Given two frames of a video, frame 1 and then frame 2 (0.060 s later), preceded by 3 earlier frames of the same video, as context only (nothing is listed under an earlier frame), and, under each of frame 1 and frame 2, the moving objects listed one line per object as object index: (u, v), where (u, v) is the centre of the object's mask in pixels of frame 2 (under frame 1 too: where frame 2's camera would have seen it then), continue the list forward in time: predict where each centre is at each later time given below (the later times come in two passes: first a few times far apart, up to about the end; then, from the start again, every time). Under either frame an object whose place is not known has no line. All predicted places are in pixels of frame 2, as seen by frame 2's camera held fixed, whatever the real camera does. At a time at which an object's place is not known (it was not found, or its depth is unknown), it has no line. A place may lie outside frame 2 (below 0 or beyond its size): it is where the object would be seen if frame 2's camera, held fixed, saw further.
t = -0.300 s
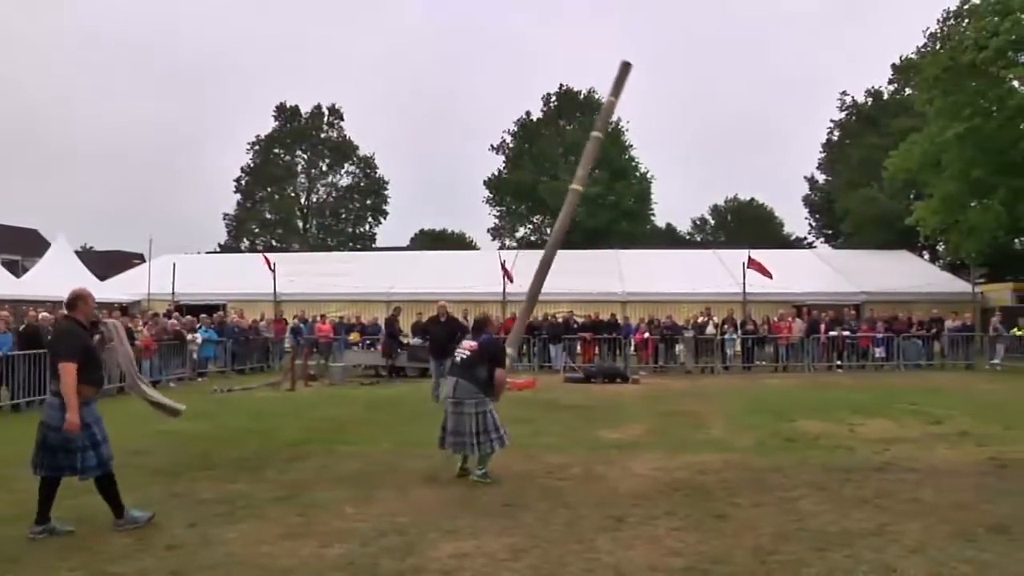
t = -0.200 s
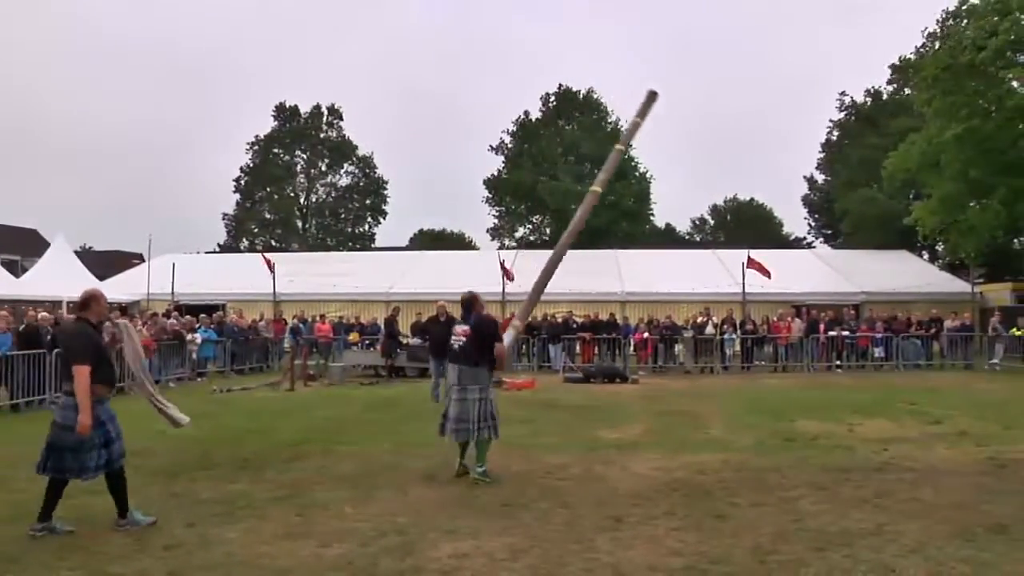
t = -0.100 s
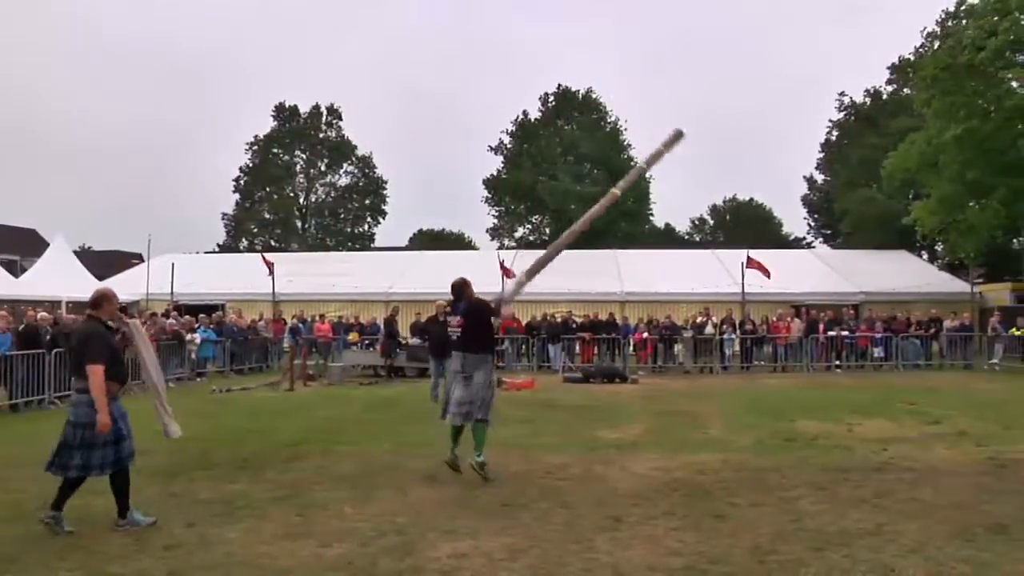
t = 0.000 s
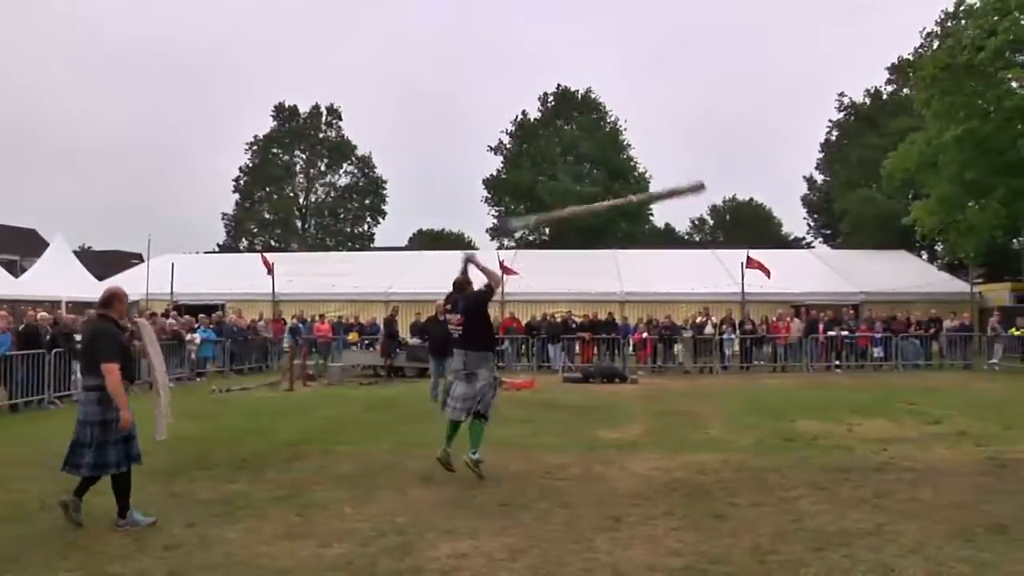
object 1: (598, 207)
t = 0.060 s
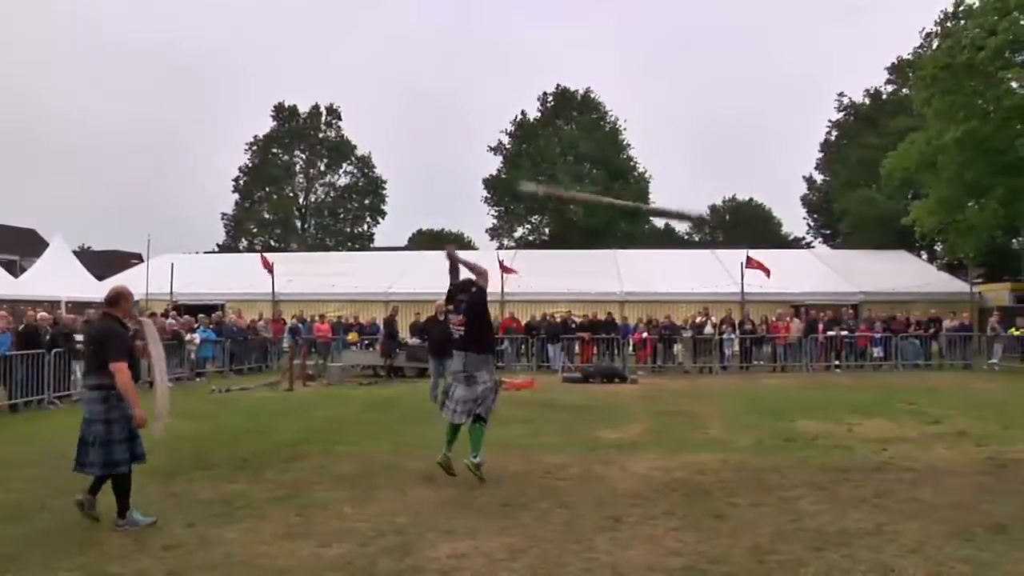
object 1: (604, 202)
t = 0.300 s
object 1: (657, 233)
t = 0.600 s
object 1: (696, 254)
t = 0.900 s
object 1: (717, 264)
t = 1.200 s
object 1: (730, 267)
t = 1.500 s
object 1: (741, 279)
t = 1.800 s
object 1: (750, 296)
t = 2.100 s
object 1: (760, 332)
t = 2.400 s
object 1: (769, 381)
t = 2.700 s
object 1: (776, 399)
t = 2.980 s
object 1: (776, 401)
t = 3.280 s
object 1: (777, 401)
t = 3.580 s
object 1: (777, 401)
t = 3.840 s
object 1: (777, 400)
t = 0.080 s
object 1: (605, 199)
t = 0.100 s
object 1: (609, 198)
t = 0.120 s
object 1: (626, 206)
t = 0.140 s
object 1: (629, 207)
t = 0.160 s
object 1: (632, 209)
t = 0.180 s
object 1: (635, 210)
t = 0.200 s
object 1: (638, 212)
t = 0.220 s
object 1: (645, 218)
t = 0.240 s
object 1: (648, 222)
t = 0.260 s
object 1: (640, 208)
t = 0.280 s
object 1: (645, 212)
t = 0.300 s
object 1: (657, 233)
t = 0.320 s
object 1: (661, 238)
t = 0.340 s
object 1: (666, 245)
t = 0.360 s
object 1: (669, 249)
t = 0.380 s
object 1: (673, 257)
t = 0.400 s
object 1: (677, 266)
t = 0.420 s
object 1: (680, 270)
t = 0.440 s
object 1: (682, 270)
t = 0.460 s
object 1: (684, 265)
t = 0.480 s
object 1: (686, 264)
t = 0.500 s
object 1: (687, 262)
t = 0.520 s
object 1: (688, 257)
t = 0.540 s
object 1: (691, 259)
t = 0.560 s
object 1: (692, 257)
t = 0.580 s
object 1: (694, 255)
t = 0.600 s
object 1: (696, 254)
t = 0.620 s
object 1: (698, 255)
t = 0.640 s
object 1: (699, 254)
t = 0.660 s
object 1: (701, 254)
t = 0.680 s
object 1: (702, 254)
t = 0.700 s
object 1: (704, 256)
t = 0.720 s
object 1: (706, 259)
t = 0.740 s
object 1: (708, 260)
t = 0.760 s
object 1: (709, 260)
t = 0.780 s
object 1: (711, 263)
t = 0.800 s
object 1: (712, 265)
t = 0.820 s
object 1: (713, 264)
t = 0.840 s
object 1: (715, 265)
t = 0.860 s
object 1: (715, 264)
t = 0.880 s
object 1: (716, 263)
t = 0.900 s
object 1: (717, 264)
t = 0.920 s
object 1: (719, 265)
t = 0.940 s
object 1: (719, 264)
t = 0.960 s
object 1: (720, 263)
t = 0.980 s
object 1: (721, 263)
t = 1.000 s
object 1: (722, 265)
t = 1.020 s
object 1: (723, 263)
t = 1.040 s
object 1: (723, 264)
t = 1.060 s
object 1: (724, 264)
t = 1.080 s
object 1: (725, 265)
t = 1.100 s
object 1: (726, 265)
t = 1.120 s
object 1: (727, 266)
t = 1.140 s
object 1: (728, 266)
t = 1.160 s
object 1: (728, 266)
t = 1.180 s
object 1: (729, 267)
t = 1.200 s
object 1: (730, 267)
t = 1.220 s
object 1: (731, 269)
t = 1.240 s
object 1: (731, 269)
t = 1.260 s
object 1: (732, 269)
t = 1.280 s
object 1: (733, 269)
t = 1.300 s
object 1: (734, 269)
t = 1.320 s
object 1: (734, 271)
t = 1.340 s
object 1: (735, 271)
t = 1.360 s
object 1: (736, 272)
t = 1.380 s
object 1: (736, 273)
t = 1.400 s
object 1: (737, 273)
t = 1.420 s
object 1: (738, 274)
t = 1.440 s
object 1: (739, 276)
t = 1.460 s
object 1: (740, 276)
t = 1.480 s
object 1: (740, 277)
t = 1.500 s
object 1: (741, 279)
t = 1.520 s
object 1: (741, 280)
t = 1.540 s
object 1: (742, 281)
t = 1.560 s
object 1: (742, 282)
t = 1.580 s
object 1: (743, 283)
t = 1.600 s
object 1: (743, 285)
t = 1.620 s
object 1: (744, 286)
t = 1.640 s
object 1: (745, 287)
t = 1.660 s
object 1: (746, 287)
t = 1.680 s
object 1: (746, 289)
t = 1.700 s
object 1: (747, 289)
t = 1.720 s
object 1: (748, 291)
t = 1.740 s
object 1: (748, 292)
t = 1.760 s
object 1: (749, 294)
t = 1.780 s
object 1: (750, 295)
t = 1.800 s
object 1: (750, 296)
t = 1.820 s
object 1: (751, 299)
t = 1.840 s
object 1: (751, 301)
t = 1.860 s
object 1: (752, 303)
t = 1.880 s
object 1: (753, 305)
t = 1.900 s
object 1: (754, 306)
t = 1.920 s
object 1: (754, 310)
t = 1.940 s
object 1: (755, 311)
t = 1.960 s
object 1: (756, 314)
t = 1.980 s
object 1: (756, 316)
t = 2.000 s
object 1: (757, 318)
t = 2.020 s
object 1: (757, 322)
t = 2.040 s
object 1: (758, 324)
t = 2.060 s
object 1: (759, 327)
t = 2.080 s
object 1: (759, 329)
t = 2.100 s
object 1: (760, 332)
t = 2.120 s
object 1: (760, 334)
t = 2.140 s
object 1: (761, 338)
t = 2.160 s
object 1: (760, 344)
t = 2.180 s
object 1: (761, 345)
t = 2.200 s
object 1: (761, 350)
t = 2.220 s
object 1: (762, 353)
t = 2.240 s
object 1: (763, 354)
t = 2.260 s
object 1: (763, 358)
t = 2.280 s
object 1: (763, 363)
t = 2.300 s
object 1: (765, 363)
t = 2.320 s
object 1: (768, 365)
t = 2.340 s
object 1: (765, 373)
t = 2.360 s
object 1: (768, 373)
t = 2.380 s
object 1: (768, 378)
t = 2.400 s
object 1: (769, 381)
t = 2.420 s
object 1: (772, 384)
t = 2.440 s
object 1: (757, 399)
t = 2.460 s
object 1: (759, 402)
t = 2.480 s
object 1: (772, 400)
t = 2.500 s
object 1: (772, 400)
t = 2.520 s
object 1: (772, 400)
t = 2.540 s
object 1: (773, 399)
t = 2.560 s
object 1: (773, 399)
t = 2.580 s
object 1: (773, 399)
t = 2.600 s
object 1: (774, 399)
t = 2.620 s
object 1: (774, 399)
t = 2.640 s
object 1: (775, 398)
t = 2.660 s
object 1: (775, 398)
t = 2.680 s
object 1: (775, 398)
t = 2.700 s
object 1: (776, 399)
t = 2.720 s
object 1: (775, 399)
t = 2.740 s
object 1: (775, 400)
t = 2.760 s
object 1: (775, 400)
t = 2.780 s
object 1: (774, 400)
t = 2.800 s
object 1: (775, 400)
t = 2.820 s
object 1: (774, 401)
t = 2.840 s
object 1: (775, 400)
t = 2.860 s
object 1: (775, 400)
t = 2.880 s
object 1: (775, 400)
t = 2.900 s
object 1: (775, 400)
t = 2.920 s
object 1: (776, 400)
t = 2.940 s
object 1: (776, 400)
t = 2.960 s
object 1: (776, 400)
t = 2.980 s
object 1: (776, 401)
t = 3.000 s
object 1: (776, 401)
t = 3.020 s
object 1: (776, 401)
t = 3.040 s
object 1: (776, 401)
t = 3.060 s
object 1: (776, 401)
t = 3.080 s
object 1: (776, 401)
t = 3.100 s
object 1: (776, 401)
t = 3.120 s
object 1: (776, 401)
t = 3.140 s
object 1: (776, 401)
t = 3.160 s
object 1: (776, 401)
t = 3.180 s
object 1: (776, 401)
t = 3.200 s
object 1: (777, 401)
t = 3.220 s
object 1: (777, 401)
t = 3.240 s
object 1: (777, 401)
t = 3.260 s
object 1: (777, 401)
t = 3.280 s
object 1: (777, 401)
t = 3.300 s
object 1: (777, 401)
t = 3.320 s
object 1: (777, 401)
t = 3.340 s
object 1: (777, 401)
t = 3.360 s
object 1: (777, 401)
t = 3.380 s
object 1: (777, 401)
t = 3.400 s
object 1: (777, 401)
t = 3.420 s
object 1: (777, 401)
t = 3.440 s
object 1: (777, 401)
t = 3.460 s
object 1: (777, 401)
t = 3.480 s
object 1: (777, 401)
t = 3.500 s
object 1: (777, 401)
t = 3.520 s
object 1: (777, 401)
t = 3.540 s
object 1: (777, 401)
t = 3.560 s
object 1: (777, 401)
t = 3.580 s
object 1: (777, 401)
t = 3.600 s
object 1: (777, 401)
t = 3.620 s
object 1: (777, 401)
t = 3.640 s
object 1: (777, 401)
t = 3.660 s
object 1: (777, 401)
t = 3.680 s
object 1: (777, 401)
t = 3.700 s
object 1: (777, 401)
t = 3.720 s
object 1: (777, 401)
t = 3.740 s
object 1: (777, 400)
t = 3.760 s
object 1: (777, 400)
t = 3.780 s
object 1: (777, 401)
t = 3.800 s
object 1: (777, 401)
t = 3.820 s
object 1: (777, 401)
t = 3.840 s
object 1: (777, 400)
